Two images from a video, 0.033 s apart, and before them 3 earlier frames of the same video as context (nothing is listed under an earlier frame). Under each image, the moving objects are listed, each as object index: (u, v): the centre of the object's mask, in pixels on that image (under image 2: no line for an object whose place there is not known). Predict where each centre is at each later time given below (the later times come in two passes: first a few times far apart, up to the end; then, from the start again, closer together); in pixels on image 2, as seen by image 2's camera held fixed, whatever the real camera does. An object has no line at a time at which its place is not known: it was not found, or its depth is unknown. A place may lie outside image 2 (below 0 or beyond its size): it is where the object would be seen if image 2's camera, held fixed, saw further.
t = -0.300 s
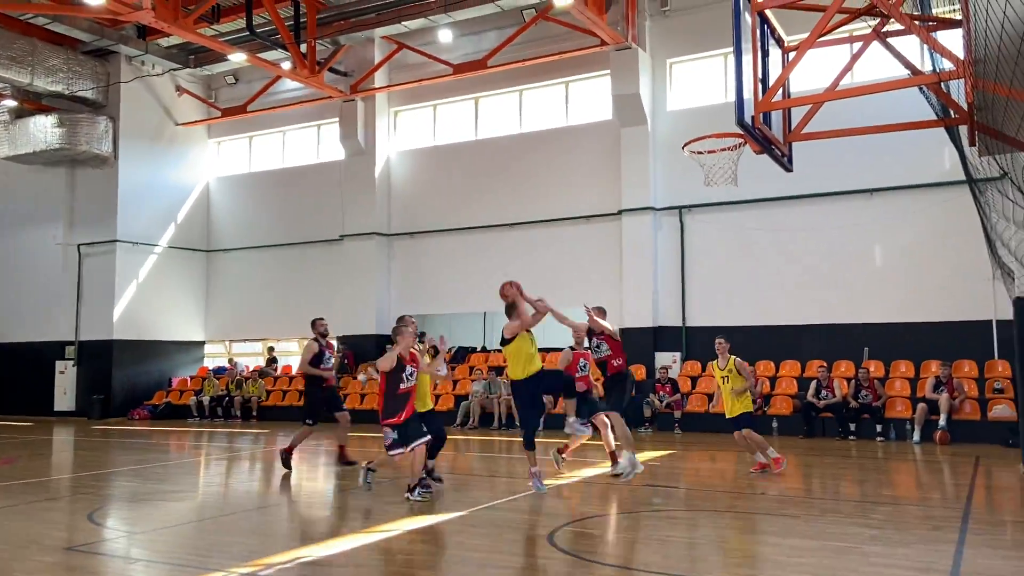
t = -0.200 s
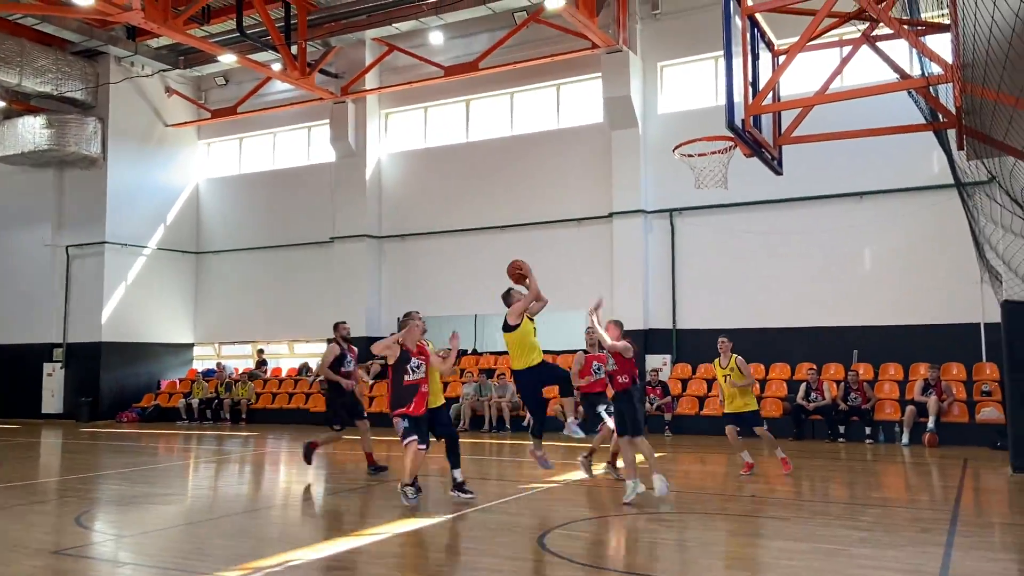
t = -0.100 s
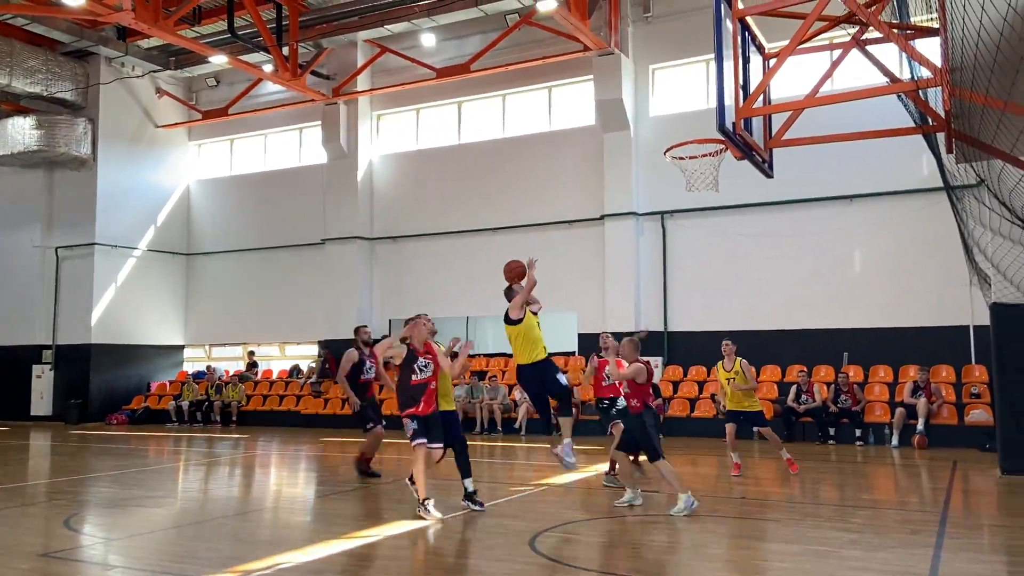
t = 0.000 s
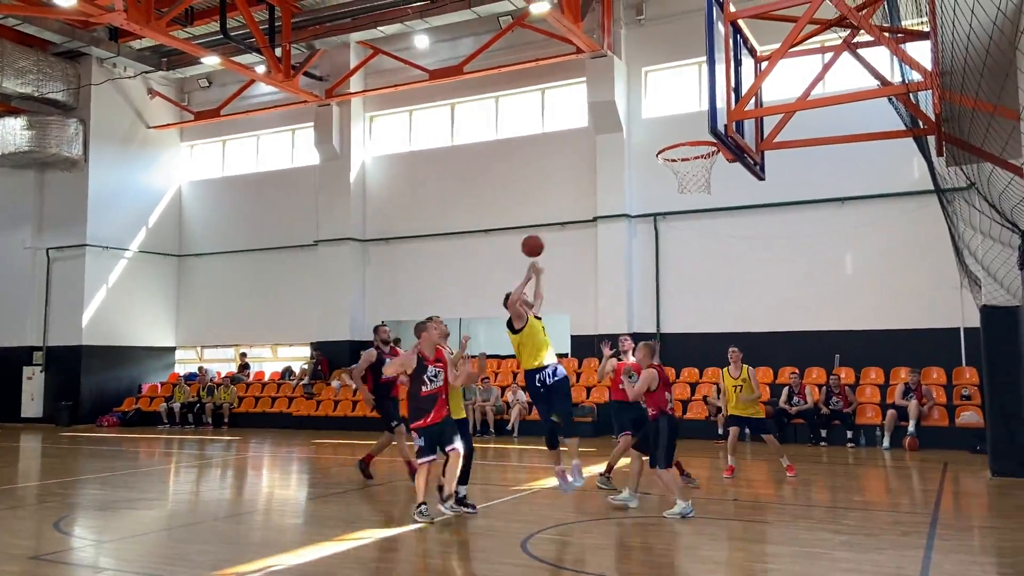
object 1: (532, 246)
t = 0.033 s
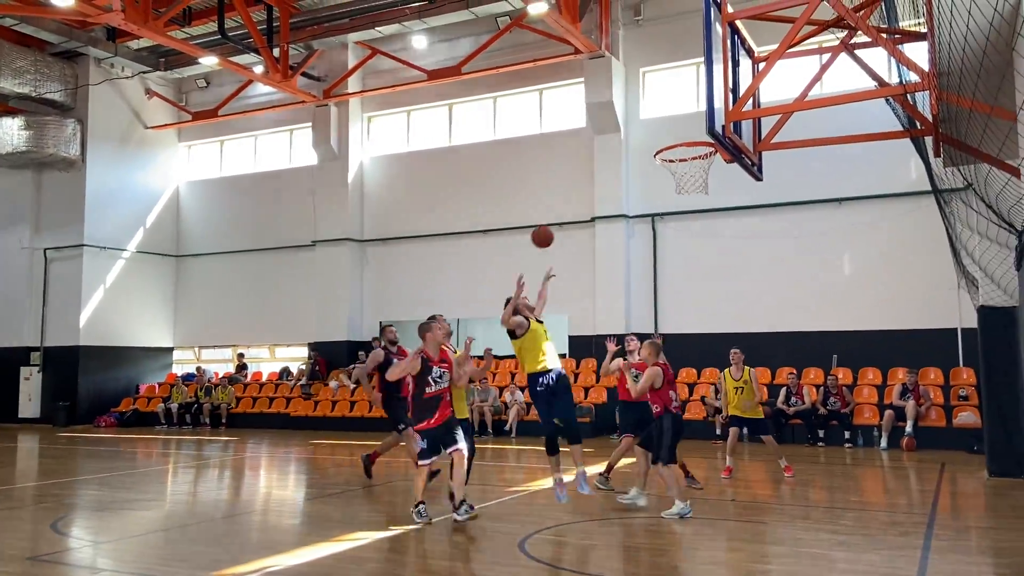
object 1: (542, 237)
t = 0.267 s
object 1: (623, 197)
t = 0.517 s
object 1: (704, 210)
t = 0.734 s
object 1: (769, 261)
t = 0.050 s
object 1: (549, 232)
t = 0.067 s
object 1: (554, 228)
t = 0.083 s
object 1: (560, 224)
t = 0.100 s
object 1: (566, 220)
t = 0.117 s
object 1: (572, 217)
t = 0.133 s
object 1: (578, 213)
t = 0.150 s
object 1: (584, 211)
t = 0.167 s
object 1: (590, 208)
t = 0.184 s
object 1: (595, 205)
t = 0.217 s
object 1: (607, 201)
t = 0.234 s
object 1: (612, 200)
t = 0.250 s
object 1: (618, 198)
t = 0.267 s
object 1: (623, 197)
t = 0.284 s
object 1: (629, 197)
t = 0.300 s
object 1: (635, 196)
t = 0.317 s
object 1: (640, 196)
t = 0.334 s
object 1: (646, 196)
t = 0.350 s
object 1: (651, 196)
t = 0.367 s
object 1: (656, 196)
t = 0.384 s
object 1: (661, 197)
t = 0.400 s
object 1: (667, 198)
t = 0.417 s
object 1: (672, 199)
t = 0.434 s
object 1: (677, 201)
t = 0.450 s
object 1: (683, 202)
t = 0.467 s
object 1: (688, 203)
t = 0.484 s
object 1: (694, 205)
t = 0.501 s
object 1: (699, 208)
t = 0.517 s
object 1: (704, 210)
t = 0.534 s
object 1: (709, 213)
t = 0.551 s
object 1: (715, 216)
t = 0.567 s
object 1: (720, 219)
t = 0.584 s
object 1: (725, 222)
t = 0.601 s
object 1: (730, 226)
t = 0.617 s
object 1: (735, 230)
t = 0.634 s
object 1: (740, 233)
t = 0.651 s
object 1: (745, 238)
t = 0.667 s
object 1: (750, 242)
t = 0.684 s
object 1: (755, 246)
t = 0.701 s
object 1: (760, 251)
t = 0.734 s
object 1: (769, 261)
